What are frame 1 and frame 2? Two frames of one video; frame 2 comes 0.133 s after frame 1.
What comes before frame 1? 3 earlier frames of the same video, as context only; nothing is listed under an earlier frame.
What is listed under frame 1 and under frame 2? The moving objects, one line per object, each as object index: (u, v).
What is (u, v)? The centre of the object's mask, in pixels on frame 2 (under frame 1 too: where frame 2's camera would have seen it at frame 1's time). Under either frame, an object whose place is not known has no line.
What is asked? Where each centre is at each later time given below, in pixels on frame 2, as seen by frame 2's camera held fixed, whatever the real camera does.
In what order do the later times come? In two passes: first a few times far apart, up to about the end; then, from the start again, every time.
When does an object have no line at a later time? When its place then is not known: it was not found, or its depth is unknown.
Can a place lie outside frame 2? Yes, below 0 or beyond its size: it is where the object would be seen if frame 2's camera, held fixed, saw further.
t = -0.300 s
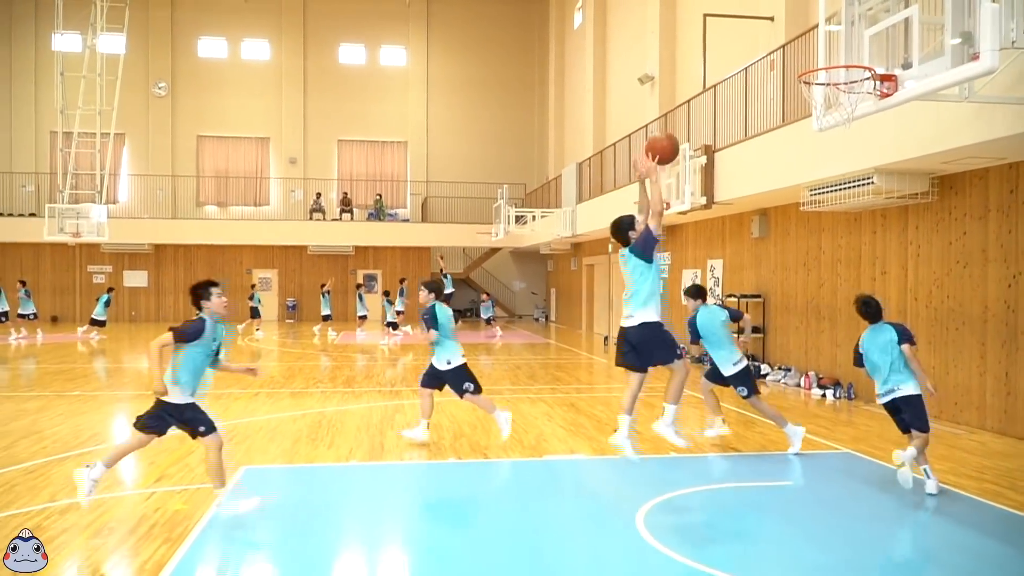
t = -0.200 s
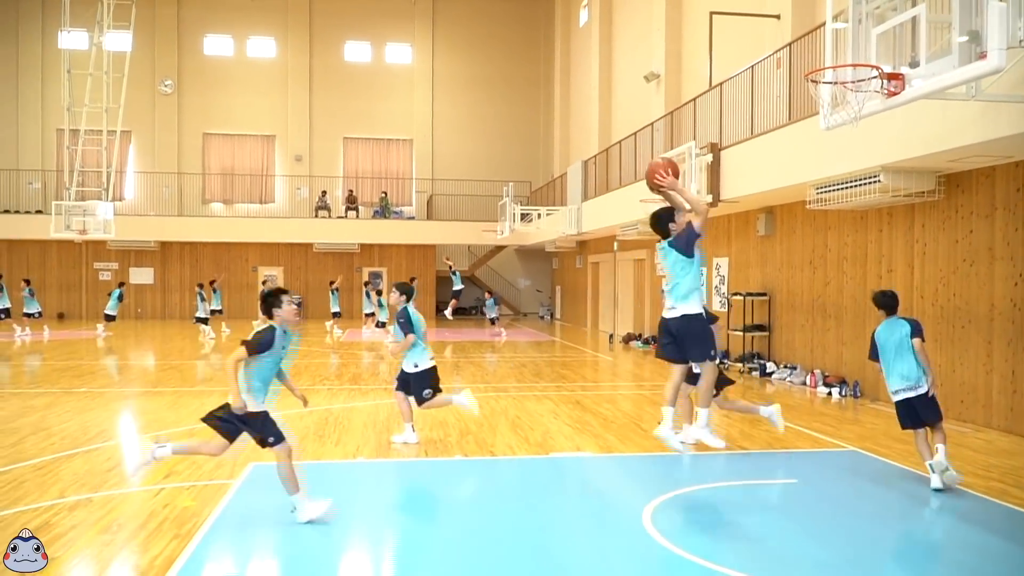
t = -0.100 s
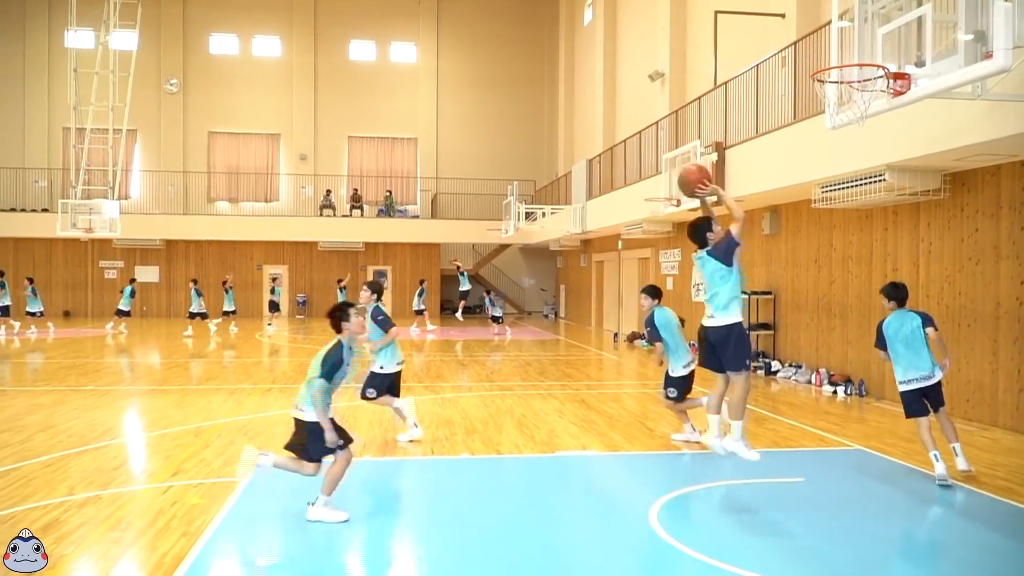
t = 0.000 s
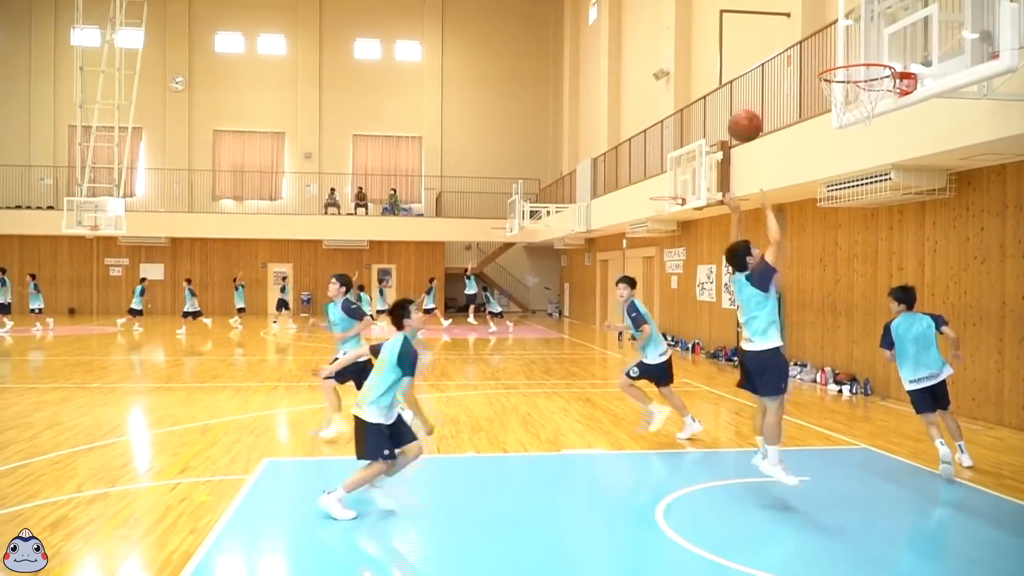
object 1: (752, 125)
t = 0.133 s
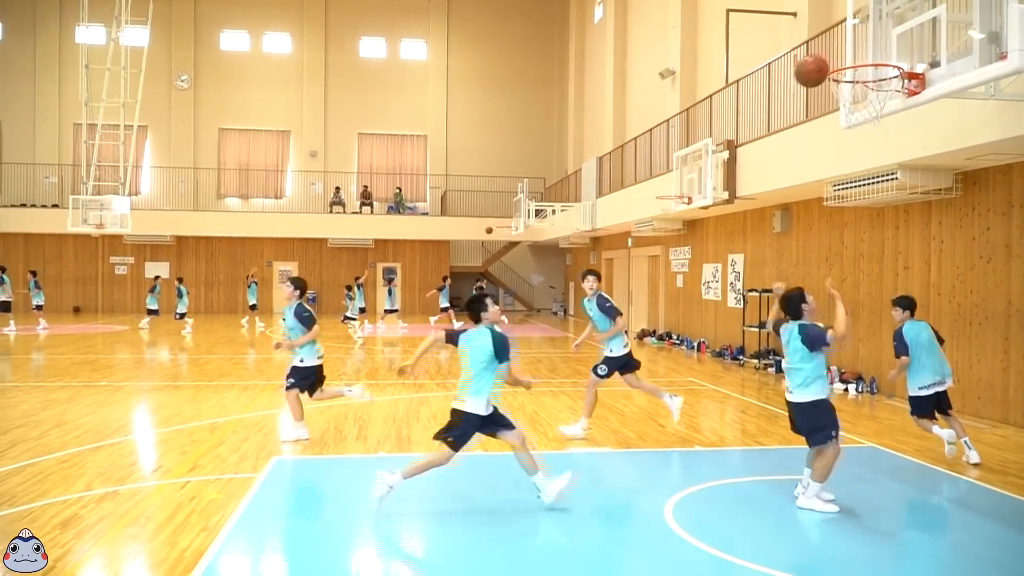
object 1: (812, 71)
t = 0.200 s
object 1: (841, 53)
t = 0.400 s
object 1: (809, 49)
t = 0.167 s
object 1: (826, 60)
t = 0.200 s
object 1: (841, 53)
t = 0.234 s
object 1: (855, 47)
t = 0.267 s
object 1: (856, 44)
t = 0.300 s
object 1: (844, 43)
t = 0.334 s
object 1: (832, 44)
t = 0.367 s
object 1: (820, 46)
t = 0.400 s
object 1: (809, 49)
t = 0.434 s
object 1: (797, 54)
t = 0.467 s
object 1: (785, 60)
